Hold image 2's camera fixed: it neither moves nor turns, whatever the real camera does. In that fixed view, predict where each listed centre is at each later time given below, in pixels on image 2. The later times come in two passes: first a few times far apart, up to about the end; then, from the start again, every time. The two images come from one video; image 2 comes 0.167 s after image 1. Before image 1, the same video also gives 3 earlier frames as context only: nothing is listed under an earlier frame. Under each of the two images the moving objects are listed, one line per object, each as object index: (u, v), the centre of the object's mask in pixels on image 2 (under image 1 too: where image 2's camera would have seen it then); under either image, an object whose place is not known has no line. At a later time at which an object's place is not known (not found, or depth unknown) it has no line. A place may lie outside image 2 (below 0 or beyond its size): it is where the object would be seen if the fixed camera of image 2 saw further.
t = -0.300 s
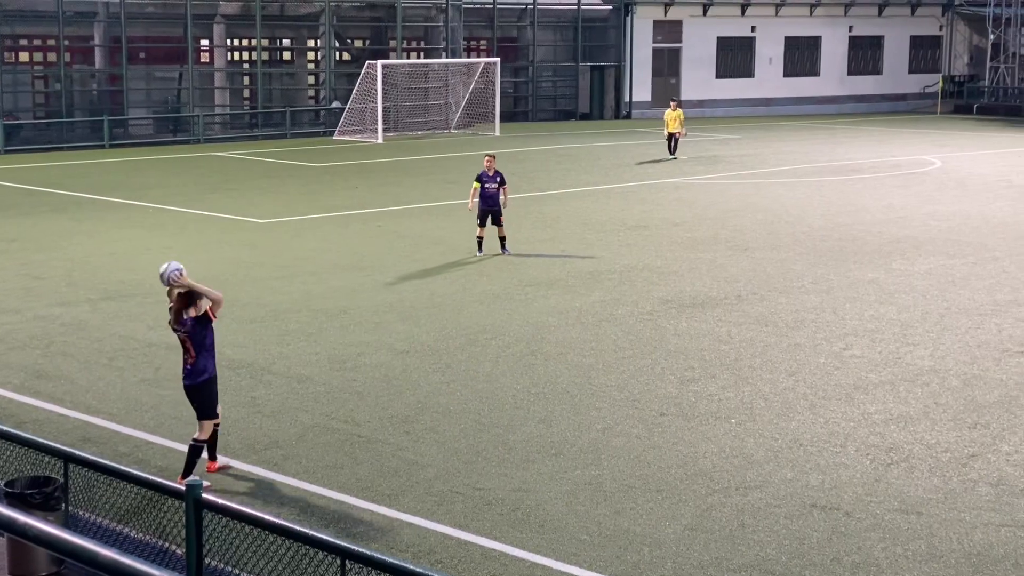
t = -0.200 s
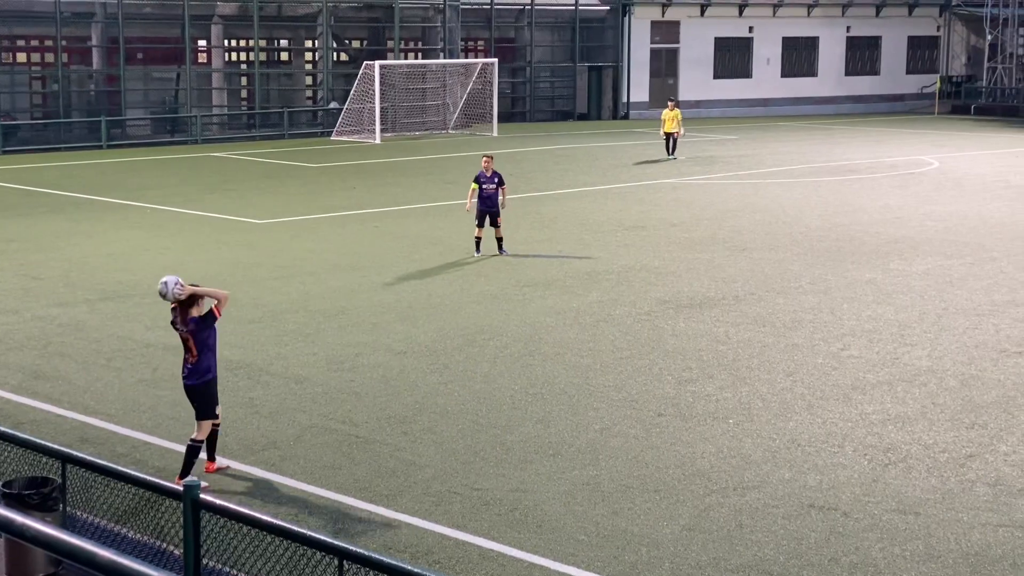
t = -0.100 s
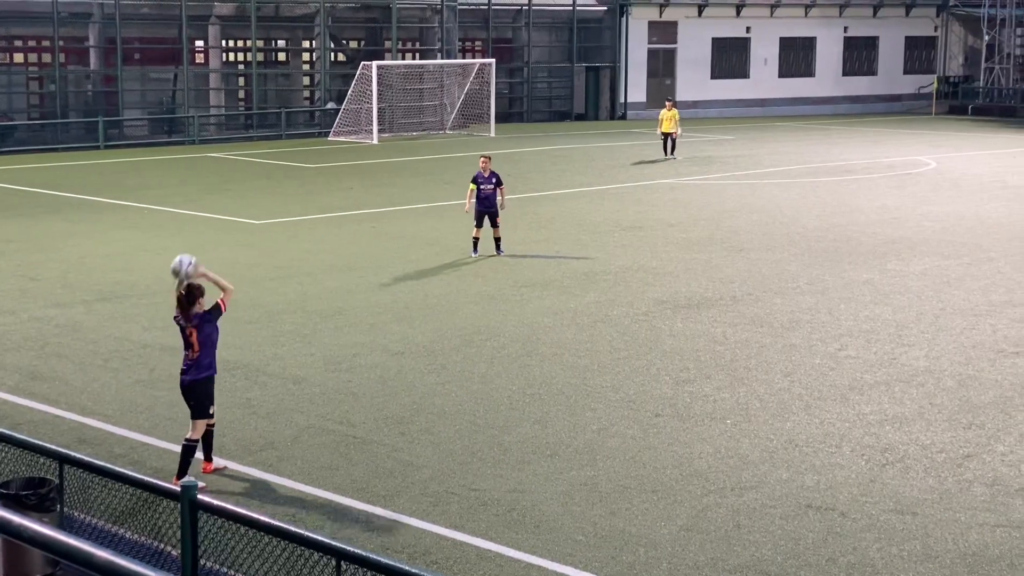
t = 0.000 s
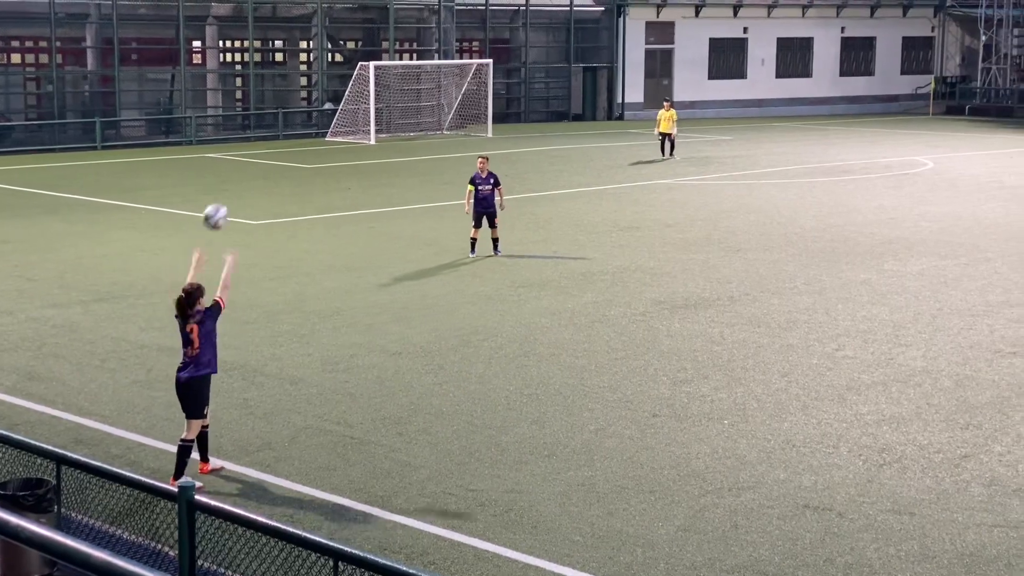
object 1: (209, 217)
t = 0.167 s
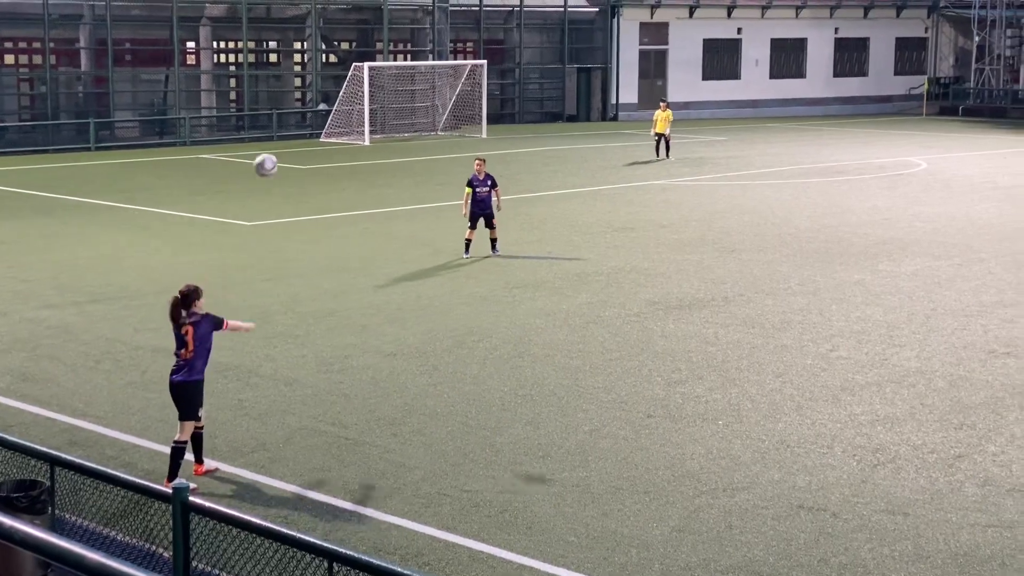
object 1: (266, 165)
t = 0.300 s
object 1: (304, 148)
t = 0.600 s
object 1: (377, 176)
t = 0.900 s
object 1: (433, 270)
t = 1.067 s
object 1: (456, 291)
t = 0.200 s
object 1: (276, 159)
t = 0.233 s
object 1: (285, 154)
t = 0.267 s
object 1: (295, 150)
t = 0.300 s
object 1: (304, 148)
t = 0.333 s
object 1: (313, 147)
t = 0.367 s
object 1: (322, 147)
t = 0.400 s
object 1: (331, 149)
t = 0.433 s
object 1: (339, 150)
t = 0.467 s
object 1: (347, 154)
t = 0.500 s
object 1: (355, 158)
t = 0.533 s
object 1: (363, 163)
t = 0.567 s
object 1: (370, 169)
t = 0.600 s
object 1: (377, 176)
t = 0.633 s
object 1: (384, 183)
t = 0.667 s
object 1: (391, 191)
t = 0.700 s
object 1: (397, 200)
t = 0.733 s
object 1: (403, 210)
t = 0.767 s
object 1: (410, 221)
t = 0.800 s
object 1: (416, 232)
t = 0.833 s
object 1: (422, 244)
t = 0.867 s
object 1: (428, 257)
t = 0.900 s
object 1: (433, 270)
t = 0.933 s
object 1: (439, 283)
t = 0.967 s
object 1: (444, 298)
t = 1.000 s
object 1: (449, 313)
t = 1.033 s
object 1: (453, 304)
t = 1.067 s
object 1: (456, 291)
